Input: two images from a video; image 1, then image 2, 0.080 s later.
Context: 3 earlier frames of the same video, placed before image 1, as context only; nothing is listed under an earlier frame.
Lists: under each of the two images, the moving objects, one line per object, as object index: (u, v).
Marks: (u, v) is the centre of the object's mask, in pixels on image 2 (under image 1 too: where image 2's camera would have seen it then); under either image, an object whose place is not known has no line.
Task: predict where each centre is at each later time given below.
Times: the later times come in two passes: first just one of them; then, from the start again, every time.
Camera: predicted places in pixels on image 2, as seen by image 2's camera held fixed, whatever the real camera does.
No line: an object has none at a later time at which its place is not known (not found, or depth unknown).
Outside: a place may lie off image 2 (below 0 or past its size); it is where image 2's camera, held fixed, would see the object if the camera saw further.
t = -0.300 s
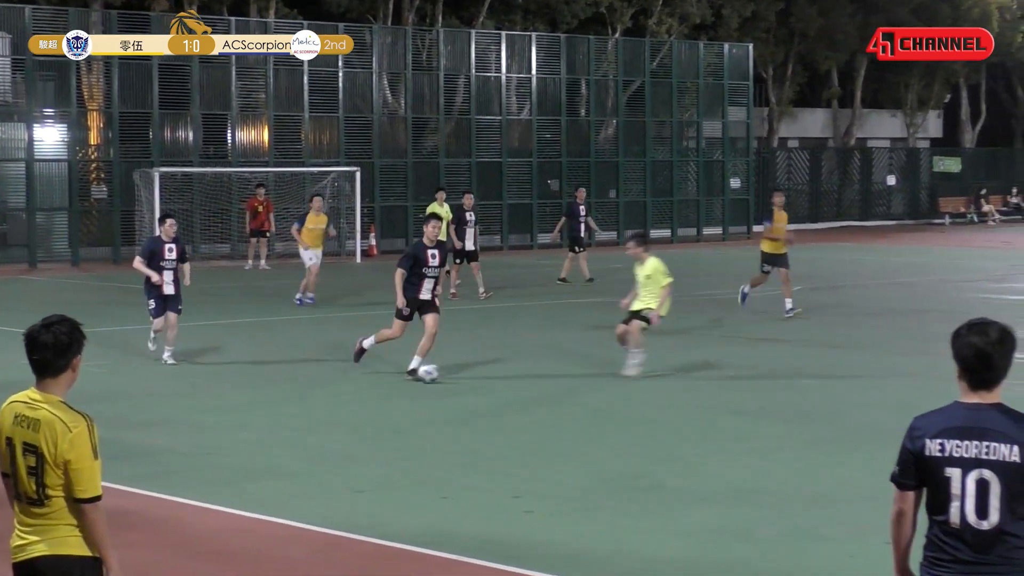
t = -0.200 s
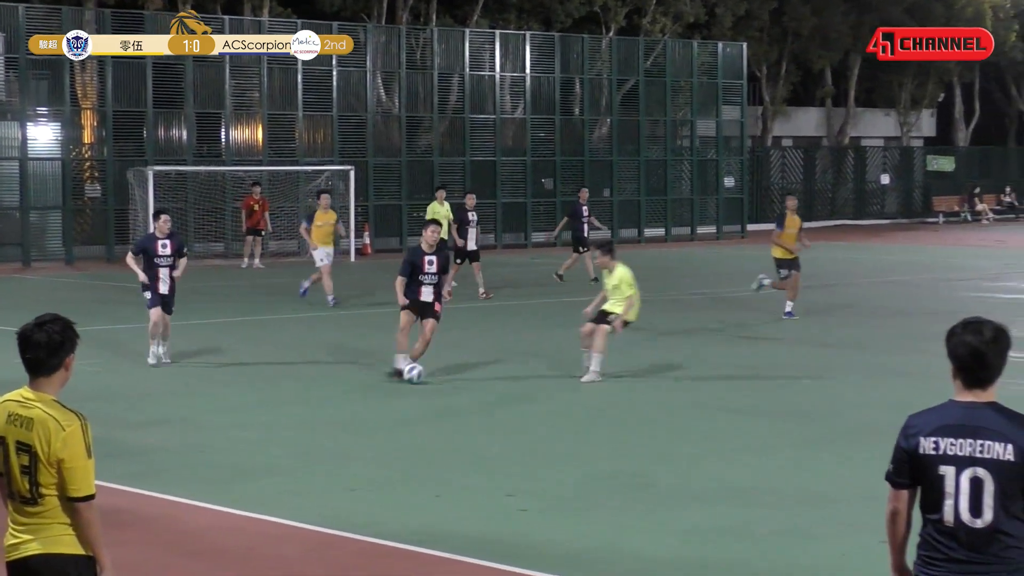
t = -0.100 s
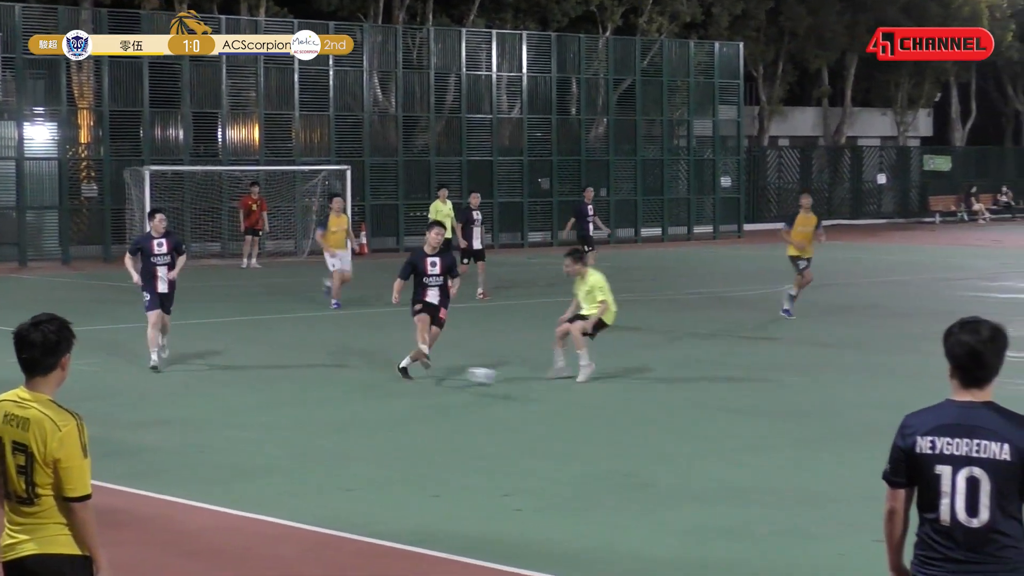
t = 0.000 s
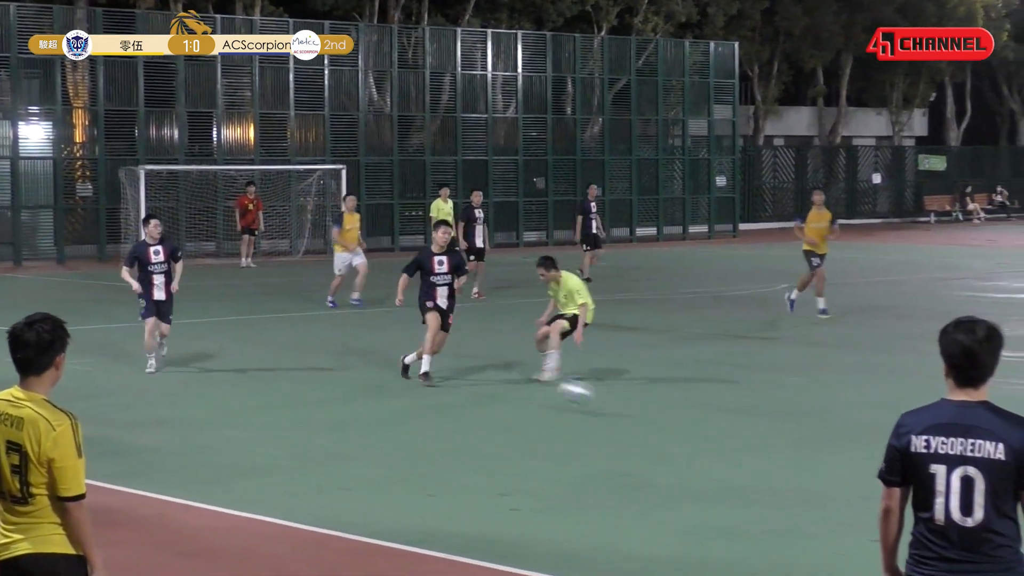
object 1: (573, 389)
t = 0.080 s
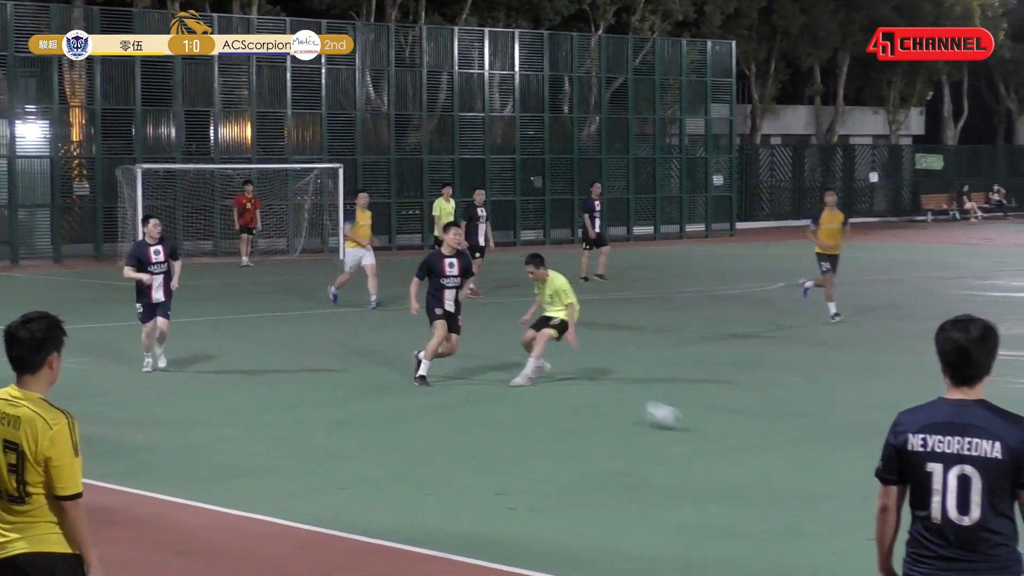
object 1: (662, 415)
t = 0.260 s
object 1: (853, 434)
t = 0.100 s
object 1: (683, 420)
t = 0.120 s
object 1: (701, 418)
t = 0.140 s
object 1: (722, 418)
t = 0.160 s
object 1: (744, 420)
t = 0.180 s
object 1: (765, 421)
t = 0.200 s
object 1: (787, 423)
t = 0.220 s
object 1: (808, 425)
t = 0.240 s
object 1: (829, 429)
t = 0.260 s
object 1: (853, 434)
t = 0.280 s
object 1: (871, 437)
